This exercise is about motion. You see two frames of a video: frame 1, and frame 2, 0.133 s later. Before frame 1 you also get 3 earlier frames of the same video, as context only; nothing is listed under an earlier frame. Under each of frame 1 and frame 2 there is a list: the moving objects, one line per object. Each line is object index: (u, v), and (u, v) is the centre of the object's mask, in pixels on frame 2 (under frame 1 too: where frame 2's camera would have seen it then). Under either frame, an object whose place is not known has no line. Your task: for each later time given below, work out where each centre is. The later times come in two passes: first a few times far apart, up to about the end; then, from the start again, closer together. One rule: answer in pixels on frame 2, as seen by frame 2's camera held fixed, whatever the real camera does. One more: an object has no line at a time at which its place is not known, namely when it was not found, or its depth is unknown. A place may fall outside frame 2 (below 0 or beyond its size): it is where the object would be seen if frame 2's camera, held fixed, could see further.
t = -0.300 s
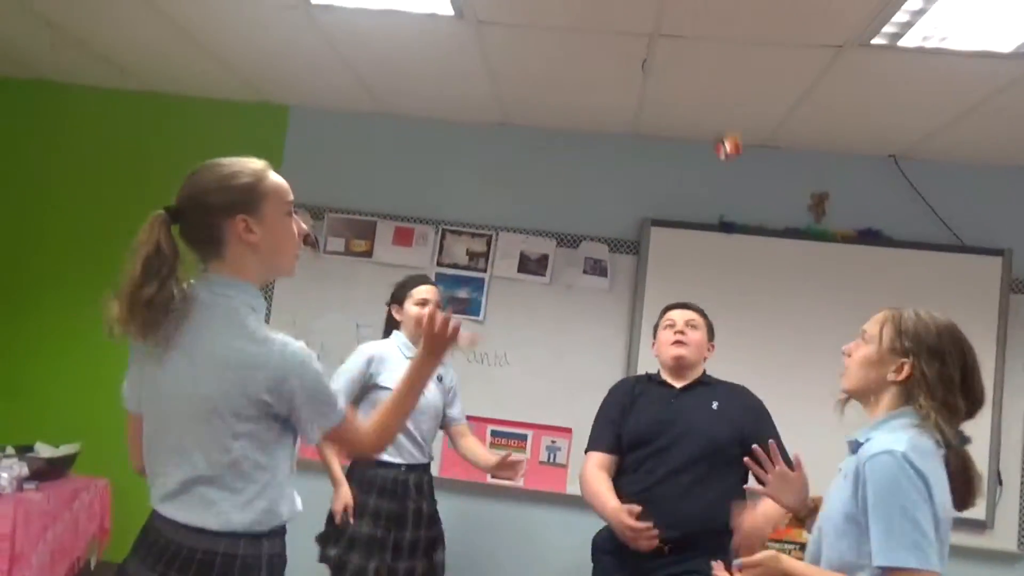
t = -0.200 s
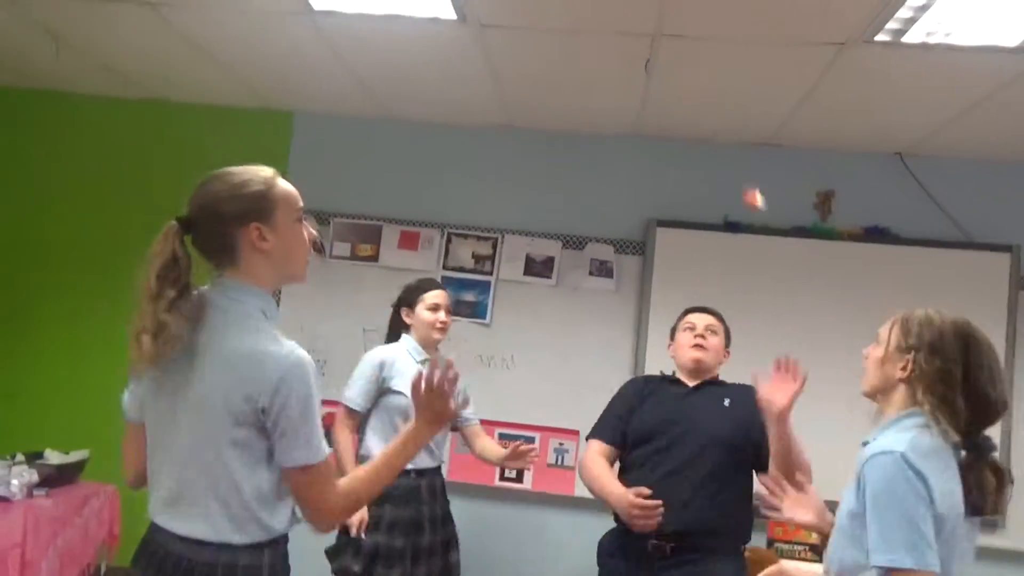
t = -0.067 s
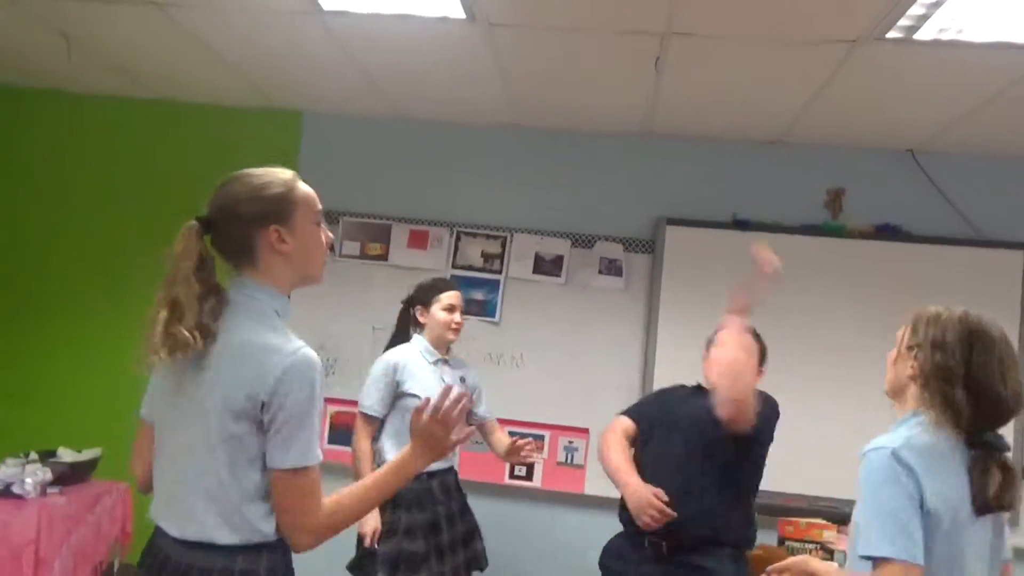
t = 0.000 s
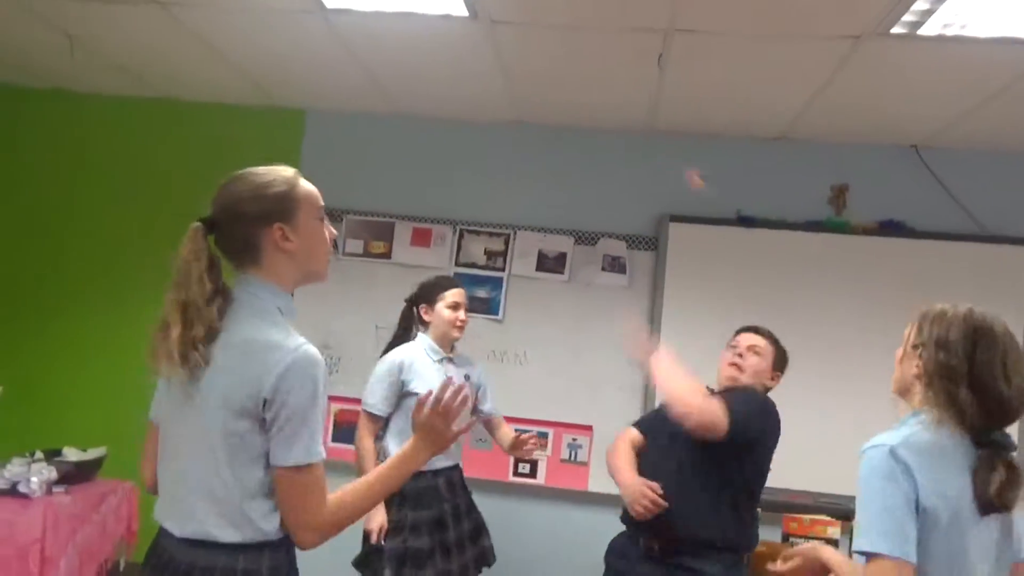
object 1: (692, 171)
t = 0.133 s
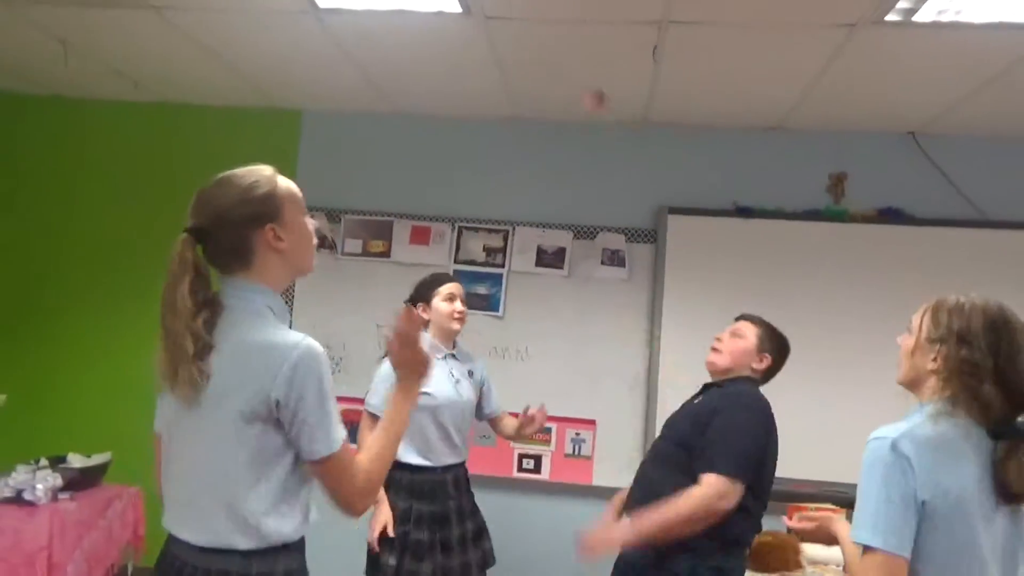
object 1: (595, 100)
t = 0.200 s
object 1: (560, 89)
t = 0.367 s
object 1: (481, 115)
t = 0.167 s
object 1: (576, 92)
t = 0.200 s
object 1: (560, 89)
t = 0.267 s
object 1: (526, 91)
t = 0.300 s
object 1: (511, 95)
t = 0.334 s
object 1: (496, 101)
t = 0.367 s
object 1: (481, 115)
